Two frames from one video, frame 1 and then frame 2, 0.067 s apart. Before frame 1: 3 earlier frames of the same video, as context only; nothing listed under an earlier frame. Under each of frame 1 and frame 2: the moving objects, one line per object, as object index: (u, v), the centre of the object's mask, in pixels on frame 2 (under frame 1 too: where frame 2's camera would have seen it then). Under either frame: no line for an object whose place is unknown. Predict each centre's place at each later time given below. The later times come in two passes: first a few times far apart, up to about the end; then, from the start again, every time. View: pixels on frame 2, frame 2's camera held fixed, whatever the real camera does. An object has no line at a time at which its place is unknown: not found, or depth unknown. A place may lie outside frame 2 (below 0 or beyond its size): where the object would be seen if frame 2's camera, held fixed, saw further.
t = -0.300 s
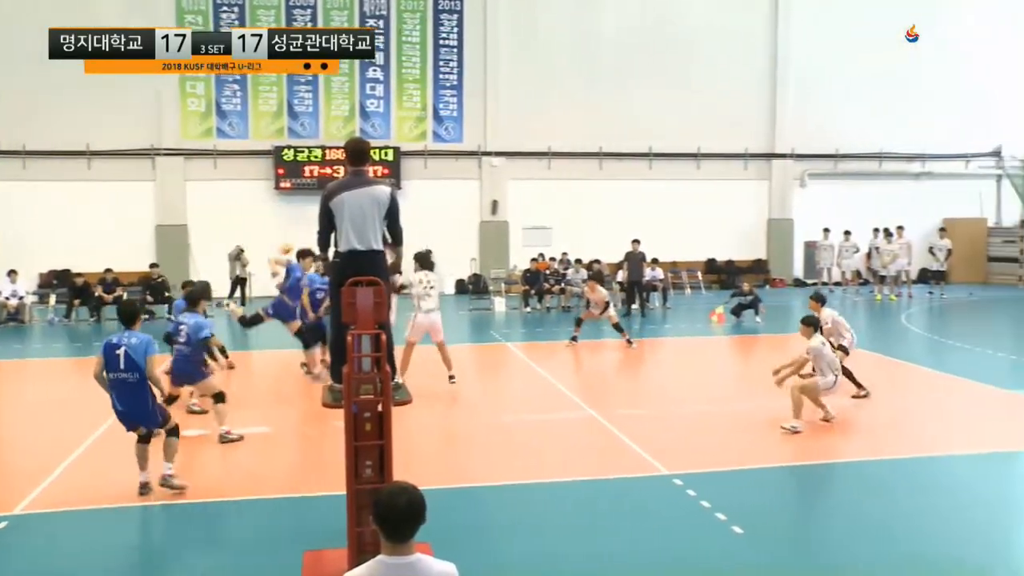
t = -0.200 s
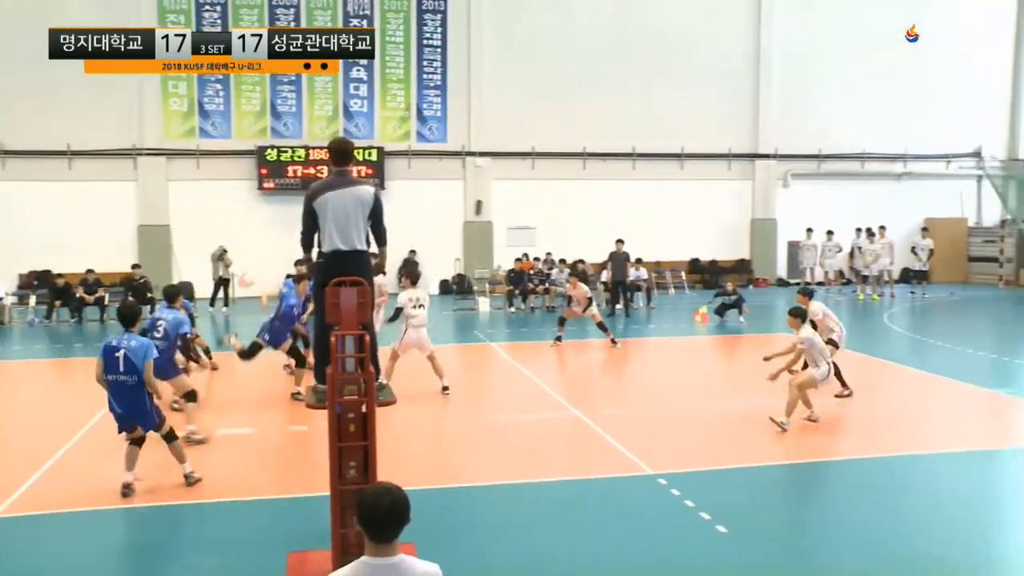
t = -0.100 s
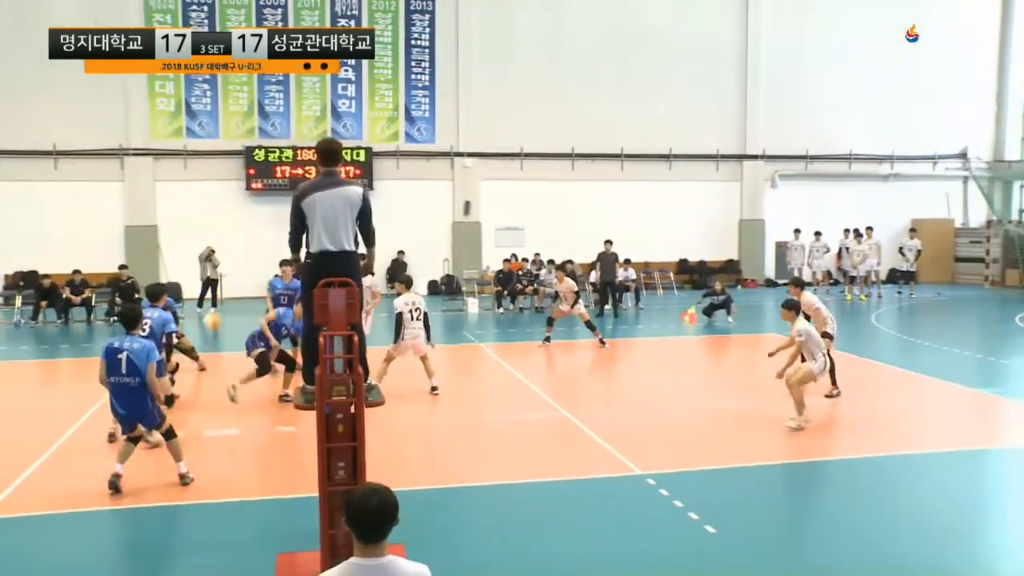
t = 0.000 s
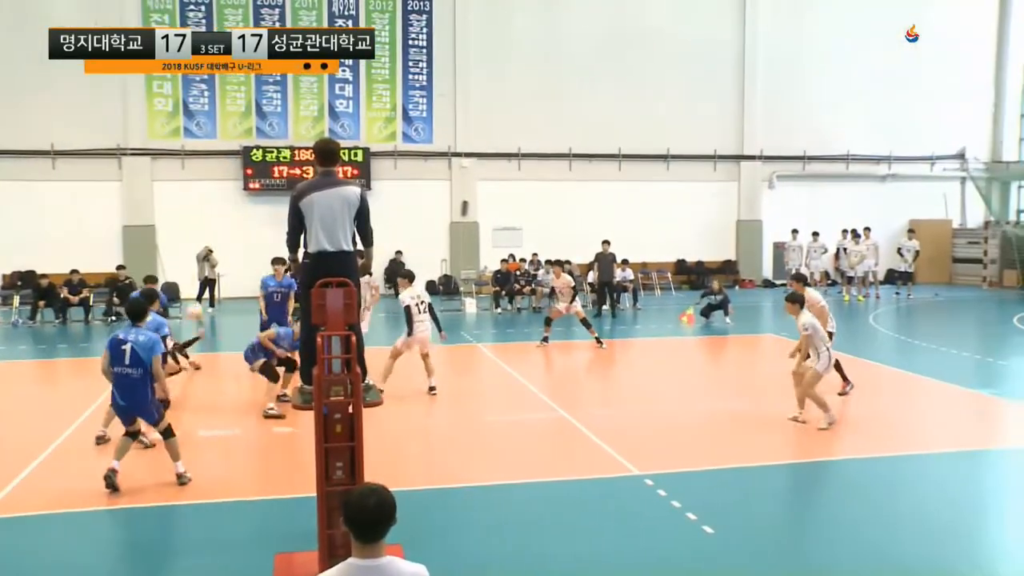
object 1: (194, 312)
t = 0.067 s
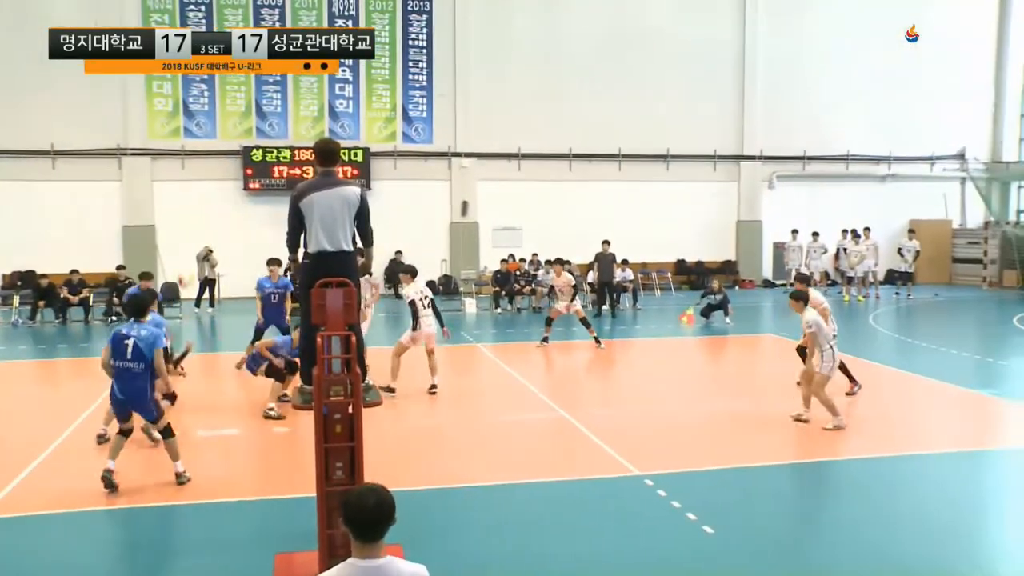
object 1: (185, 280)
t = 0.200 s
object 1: (167, 227)
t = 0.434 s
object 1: (129, 152)
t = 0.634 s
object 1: (92, 126)
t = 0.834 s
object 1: (50, 137)
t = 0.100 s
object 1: (179, 265)
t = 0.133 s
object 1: (175, 251)
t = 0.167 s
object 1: (171, 239)
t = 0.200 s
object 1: (167, 227)
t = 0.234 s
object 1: (161, 213)
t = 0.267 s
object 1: (157, 201)
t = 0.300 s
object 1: (151, 190)
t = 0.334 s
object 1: (145, 179)
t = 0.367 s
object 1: (140, 169)
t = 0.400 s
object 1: (135, 160)
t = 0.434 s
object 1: (129, 152)
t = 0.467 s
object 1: (123, 146)
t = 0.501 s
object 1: (117, 141)
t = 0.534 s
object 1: (111, 135)
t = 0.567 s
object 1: (105, 130)
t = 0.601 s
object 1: (98, 127)
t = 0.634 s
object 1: (92, 126)
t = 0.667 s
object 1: (85, 123)
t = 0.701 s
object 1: (77, 124)
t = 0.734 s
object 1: (71, 125)
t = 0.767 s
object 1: (64, 128)
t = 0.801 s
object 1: (56, 132)
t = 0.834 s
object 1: (50, 137)
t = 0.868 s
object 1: (42, 143)
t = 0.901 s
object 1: (37, 151)
